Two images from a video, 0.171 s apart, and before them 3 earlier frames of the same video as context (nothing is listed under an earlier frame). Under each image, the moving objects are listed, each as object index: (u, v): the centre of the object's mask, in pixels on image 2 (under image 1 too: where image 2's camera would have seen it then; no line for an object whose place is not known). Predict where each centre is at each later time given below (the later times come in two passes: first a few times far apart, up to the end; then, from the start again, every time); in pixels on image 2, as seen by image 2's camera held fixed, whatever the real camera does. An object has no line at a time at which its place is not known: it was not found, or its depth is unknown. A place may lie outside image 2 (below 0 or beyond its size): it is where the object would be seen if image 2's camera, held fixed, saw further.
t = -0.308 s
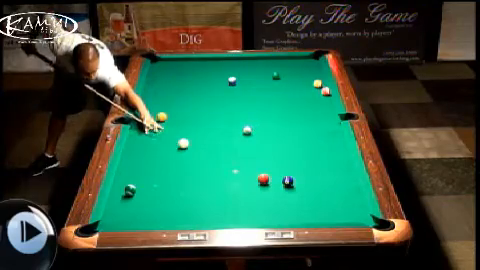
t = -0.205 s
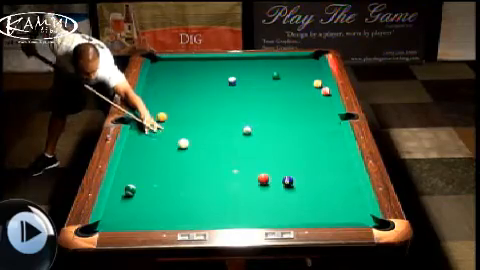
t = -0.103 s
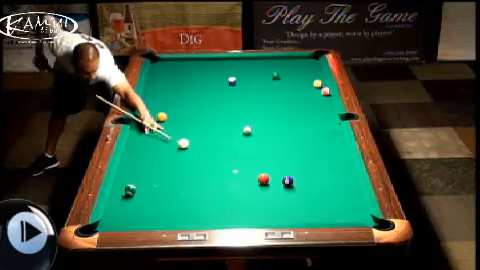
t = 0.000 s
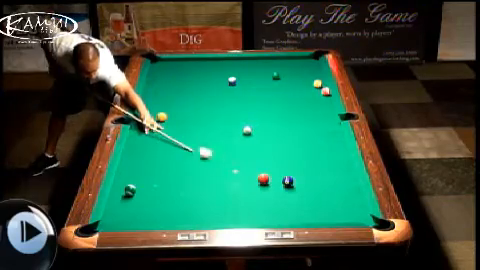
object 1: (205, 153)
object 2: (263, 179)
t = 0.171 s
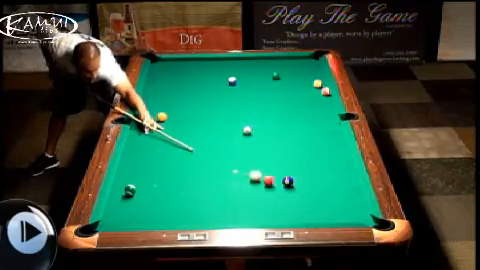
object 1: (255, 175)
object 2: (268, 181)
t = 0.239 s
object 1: (254, 175)
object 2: (290, 190)
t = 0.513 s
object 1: (241, 172)
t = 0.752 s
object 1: (232, 170)
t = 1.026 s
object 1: (222, 168)
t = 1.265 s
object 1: (215, 166)
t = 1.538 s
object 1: (207, 165)
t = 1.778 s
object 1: (201, 163)
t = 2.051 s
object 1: (194, 162)
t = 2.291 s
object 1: (190, 161)
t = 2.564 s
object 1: (186, 160)
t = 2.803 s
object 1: (182, 160)
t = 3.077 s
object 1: (178, 160)
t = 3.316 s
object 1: (176, 159)
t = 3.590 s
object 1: (175, 159)
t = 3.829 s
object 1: (175, 159)
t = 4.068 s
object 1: (175, 159)
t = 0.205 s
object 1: (254, 175)
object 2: (279, 185)
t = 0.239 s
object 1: (254, 175)
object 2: (290, 190)
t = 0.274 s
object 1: (252, 175)
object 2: (302, 195)
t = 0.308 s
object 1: (251, 175)
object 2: (312, 199)
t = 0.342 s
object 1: (249, 174)
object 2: (323, 204)
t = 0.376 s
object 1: (248, 174)
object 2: (335, 208)
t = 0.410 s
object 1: (247, 174)
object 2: (345, 212)
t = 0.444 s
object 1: (245, 173)
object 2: (355, 216)
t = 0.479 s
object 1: (242, 173)
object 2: (376, 224)
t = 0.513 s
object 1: (241, 172)
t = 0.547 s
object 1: (240, 172)
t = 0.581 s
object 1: (238, 172)
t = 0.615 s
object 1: (237, 171)
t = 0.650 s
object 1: (235, 171)
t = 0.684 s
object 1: (234, 171)
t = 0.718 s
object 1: (233, 170)
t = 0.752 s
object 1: (232, 170)
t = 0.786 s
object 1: (230, 170)
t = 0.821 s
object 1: (230, 170)
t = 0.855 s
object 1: (229, 169)
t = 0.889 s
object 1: (227, 169)
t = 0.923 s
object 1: (226, 169)
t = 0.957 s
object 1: (225, 169)
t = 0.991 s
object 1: (223, 168)
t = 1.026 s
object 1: (222, 168)
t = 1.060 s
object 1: (221, 168)
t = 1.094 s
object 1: (220, 167)
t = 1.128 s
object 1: (219, 167)
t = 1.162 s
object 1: (218, 167)
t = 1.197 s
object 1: (217, 167)
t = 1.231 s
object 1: (216, 167)
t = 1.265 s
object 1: (215, 166)
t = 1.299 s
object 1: (213, 166)
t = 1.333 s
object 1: (213, 166)
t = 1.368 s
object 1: (211, 166)
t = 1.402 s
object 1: (210, 166)
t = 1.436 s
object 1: (210, 165)
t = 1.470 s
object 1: (209, 165)
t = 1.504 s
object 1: (208, 165)
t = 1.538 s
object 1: (207, 165)
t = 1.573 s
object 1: (206, 164)
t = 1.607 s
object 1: (205, 164)
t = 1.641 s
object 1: (204, 164)
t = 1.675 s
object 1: (203, 164)
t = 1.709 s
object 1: (202, 163)
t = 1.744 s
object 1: (202, 163)
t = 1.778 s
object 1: (201, 163)
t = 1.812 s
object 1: (199, 163)
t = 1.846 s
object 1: (198, 163)
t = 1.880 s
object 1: (198, 163)
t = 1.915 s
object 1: (197, 163)
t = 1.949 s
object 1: (196, 162)
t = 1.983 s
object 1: (195, 162)
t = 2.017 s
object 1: (195, 162)
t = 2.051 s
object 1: (194, 162)
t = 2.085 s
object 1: (193, 162)
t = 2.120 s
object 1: (193, 162)
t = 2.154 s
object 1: (192, 161)
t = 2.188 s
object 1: (192, 161)
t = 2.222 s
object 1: (191, 161)
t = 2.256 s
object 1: (190, 161)
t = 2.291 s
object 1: (190, 161)
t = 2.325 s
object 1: (189, 161)
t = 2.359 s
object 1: (188, 161)
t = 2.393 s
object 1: (188, 161)
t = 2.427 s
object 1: (187, 160)
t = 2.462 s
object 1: (187, 161)
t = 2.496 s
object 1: (187, 160)
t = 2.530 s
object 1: (186, 160)
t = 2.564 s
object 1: (186, 160)
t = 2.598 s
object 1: (184, 160)
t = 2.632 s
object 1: (184, 160)
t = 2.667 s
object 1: (183, 160)
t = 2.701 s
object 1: (183, 160)
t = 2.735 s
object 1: (183, 160)
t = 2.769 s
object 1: (182, 160)
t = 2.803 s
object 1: (182, 160)
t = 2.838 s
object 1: (181, 160)
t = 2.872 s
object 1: (181, 160)
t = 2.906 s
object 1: (180, 160)
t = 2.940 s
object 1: (180, 160)
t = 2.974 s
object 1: (179, 160)
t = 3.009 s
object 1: (179, 160)
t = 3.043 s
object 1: (179, 160)
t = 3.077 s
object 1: (178, 160)
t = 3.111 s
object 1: (178, 160)
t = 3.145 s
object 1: (177, 160)
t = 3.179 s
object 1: (177, 160)
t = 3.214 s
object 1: (177, 159)
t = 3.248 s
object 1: (177, 159)
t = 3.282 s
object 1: (177, 159)
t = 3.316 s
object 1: (176, 159)
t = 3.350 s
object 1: (176, 159)
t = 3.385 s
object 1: (176, 159)
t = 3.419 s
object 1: (176, 159)
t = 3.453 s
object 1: (176, 159)
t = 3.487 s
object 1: (175, 159)
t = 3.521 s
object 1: (175, 159)
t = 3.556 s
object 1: (175, 159)
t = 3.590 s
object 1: (175, 159)
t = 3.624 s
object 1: (175, 159)
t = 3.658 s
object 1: (175, 159)
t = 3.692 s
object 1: (175, 159)
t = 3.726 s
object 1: (175, 159)
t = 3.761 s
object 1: (175, 159)
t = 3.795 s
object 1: (175, 159)
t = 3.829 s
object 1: (175, 159)
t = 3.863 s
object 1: (175, 159)
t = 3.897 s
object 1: (175, 159)
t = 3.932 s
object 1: (175, 159)
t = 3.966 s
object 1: (175, 159)
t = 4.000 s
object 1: (175, 159)
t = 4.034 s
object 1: (175, 159)
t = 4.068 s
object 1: (175, 159)
